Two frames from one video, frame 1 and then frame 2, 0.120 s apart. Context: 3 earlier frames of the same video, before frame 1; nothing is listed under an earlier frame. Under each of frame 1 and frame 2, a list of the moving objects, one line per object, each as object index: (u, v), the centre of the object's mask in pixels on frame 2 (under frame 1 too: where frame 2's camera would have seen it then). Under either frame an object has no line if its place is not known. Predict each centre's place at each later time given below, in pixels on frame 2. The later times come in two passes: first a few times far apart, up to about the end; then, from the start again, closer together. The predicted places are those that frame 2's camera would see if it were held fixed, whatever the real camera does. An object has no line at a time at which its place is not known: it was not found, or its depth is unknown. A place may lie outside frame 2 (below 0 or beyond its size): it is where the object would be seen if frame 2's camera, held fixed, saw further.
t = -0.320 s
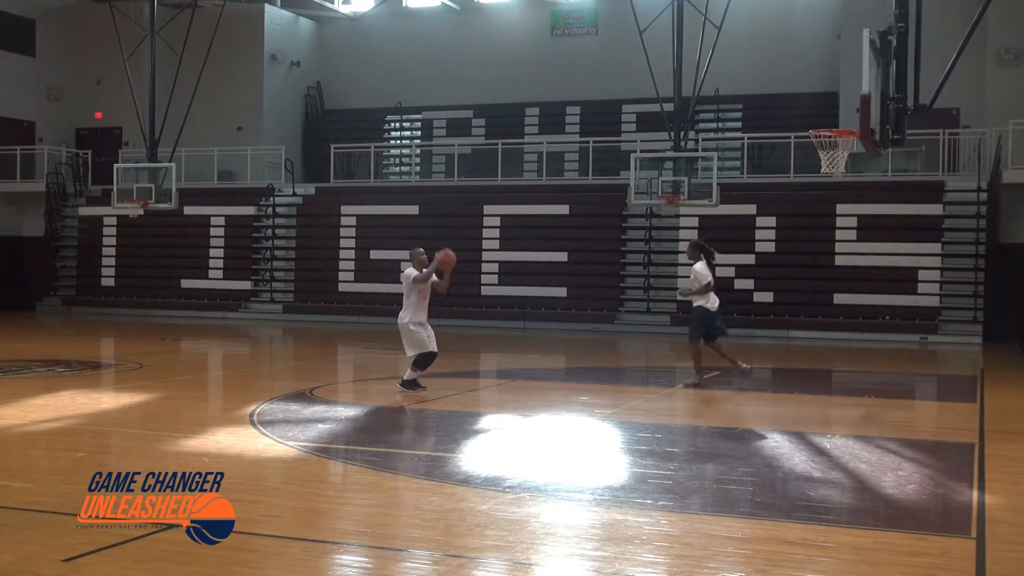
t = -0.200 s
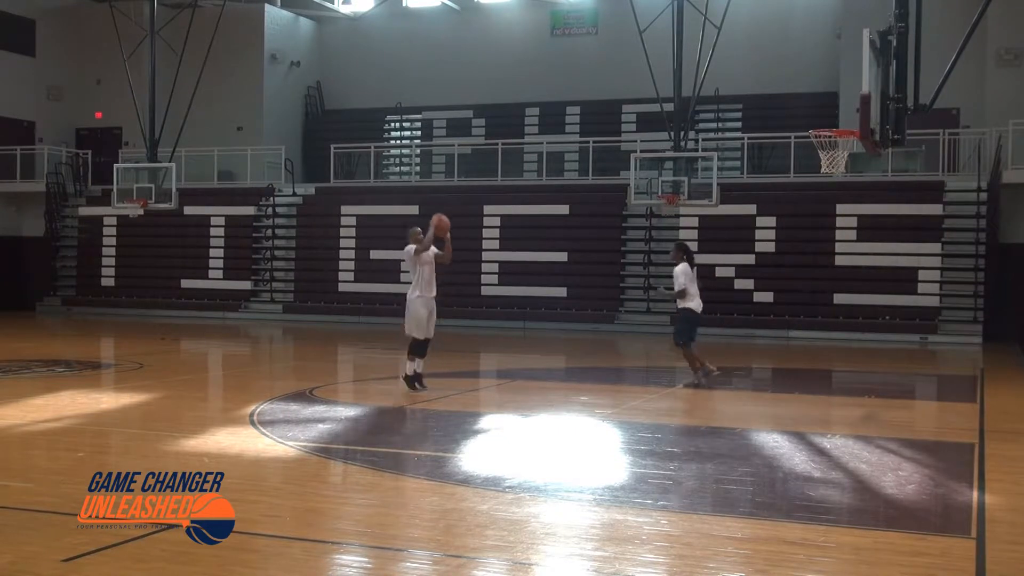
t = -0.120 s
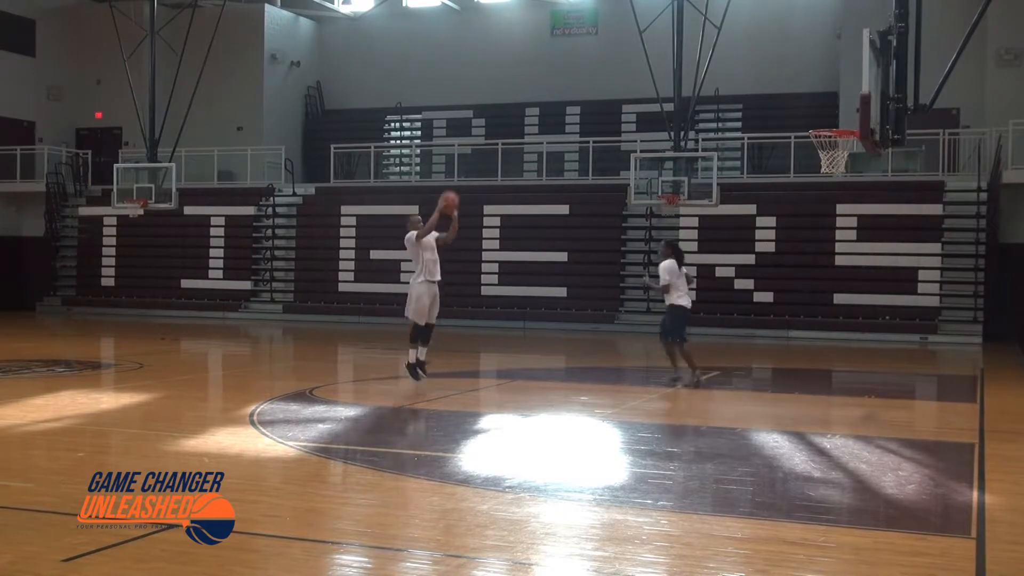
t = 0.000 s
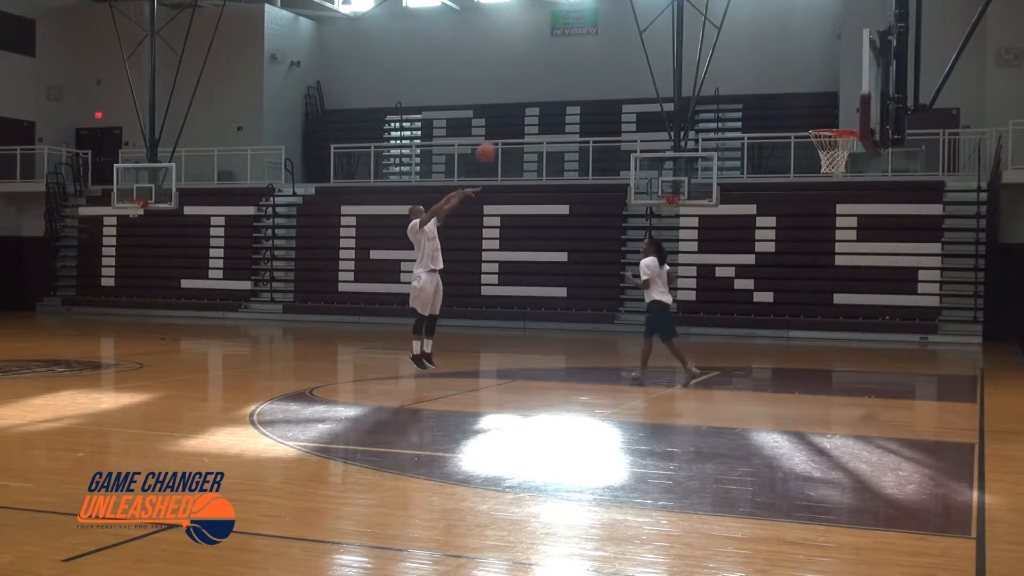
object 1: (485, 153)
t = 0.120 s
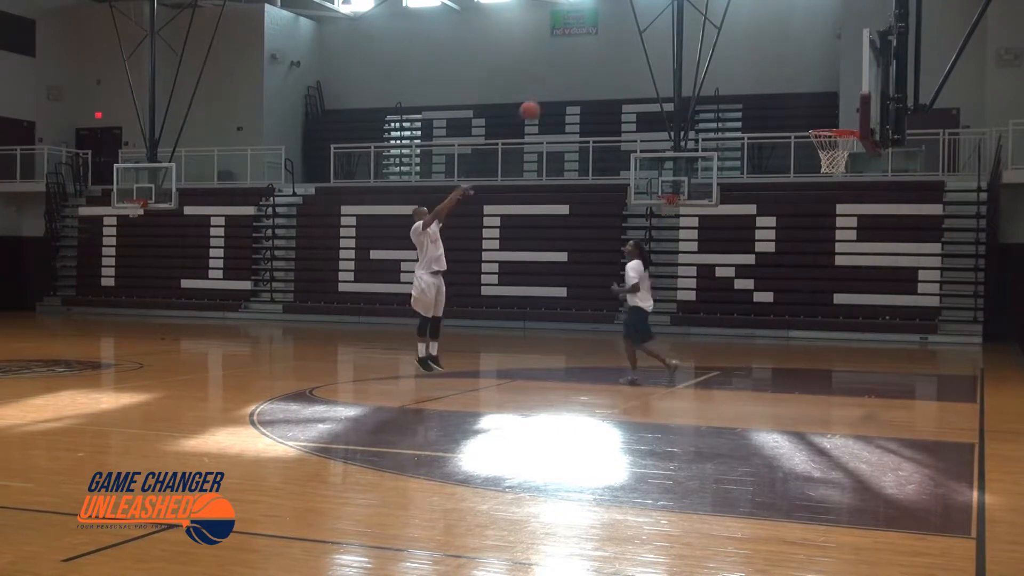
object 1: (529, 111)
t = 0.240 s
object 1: (574, 80)
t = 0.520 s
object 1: (680, 51)
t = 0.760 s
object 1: (774, 80)
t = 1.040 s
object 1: (821, 144)
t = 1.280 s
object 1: (818, 157)
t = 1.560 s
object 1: (838, 211)
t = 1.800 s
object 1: (855, 310)
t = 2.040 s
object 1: (870, 366)
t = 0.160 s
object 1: (545, 100)
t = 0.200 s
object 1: (559, 89)
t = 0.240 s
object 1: (574, 80)
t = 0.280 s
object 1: (589, 72)
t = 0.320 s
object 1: (604, 65)
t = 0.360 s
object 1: (618, 60)
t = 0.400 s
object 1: (633, 56)
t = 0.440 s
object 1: (649, 53)
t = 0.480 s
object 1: (664, 52)
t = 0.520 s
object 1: (680, 51)
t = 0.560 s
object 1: (695, 52)
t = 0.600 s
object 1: (711, 56)
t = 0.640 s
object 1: (726, 60)
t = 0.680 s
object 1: (742, 65)
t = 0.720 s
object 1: (758, 72)
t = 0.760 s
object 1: (774, 80)
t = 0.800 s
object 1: (790, 90)
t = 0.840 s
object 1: (805, 101)
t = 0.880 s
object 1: (821, 115)
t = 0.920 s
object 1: (838, 125)
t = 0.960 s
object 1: (837, 136)
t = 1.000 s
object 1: (828, 145)
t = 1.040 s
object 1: (821, 144)
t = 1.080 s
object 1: (816, 144)
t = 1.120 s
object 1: (816, 145)
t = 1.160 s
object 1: (817, 145)
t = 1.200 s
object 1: (817, 147)
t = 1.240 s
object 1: (816, 154)
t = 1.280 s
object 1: (818, 157)
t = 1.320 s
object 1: (821, 160)
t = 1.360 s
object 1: (823, 163)
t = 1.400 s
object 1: (826, 172)
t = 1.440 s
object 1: (829, 181)
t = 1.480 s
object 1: (832, 189)
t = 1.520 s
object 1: (835, 199)
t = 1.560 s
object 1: (838, 211)
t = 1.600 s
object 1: (840, 224)
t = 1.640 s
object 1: (843, 239)
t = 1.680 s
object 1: (847, 255)
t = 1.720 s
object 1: (849, 273)
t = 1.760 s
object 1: (852, 289)
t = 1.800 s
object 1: (855, 310)
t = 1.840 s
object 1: (858, 330)
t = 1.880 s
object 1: (859, 352)
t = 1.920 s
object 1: (862, 377)
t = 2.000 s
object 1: (867, 383)
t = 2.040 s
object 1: (870, 366)
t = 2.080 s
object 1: (876, 351)
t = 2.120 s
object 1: (878, 339)
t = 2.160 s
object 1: (882, 327)
